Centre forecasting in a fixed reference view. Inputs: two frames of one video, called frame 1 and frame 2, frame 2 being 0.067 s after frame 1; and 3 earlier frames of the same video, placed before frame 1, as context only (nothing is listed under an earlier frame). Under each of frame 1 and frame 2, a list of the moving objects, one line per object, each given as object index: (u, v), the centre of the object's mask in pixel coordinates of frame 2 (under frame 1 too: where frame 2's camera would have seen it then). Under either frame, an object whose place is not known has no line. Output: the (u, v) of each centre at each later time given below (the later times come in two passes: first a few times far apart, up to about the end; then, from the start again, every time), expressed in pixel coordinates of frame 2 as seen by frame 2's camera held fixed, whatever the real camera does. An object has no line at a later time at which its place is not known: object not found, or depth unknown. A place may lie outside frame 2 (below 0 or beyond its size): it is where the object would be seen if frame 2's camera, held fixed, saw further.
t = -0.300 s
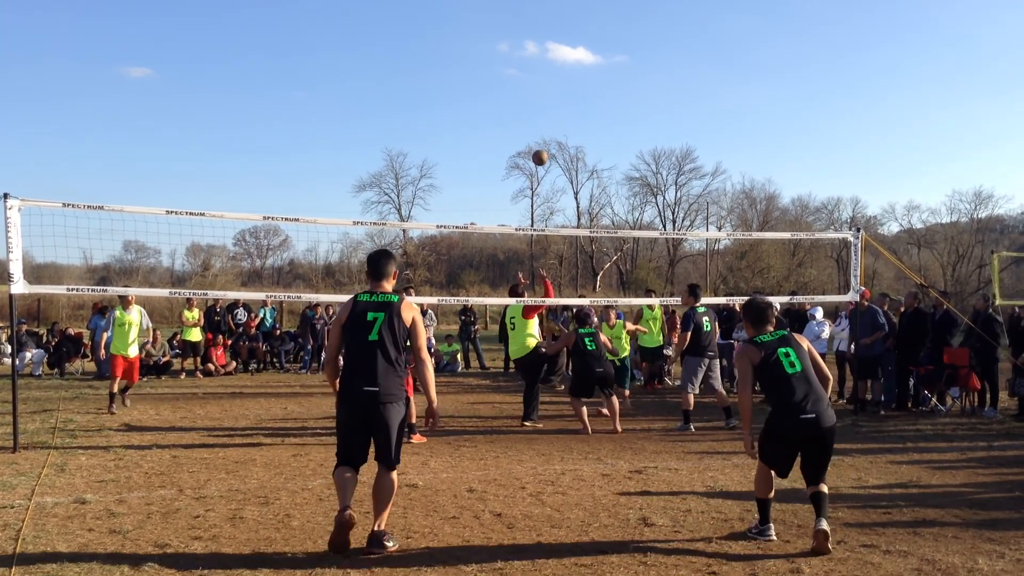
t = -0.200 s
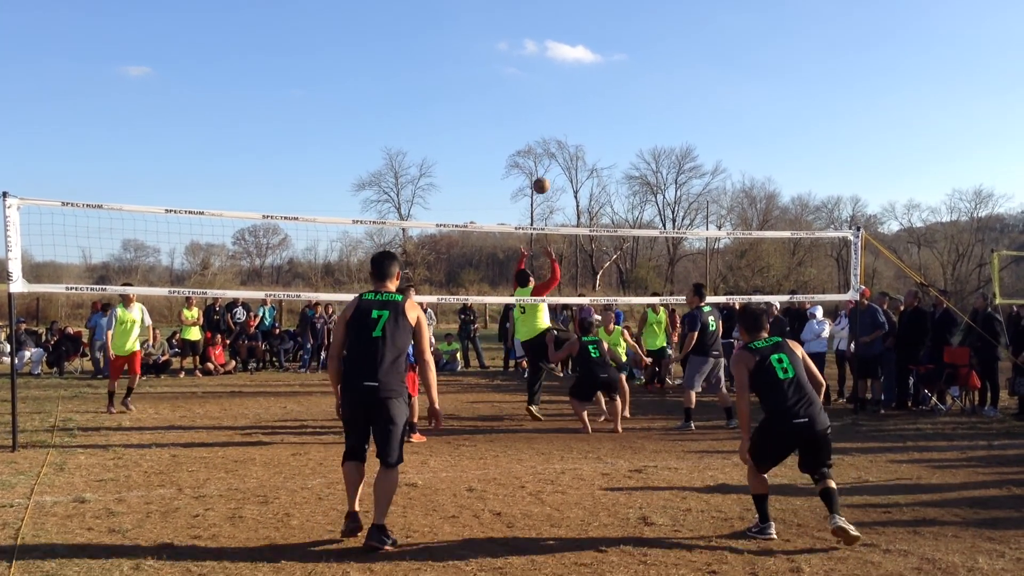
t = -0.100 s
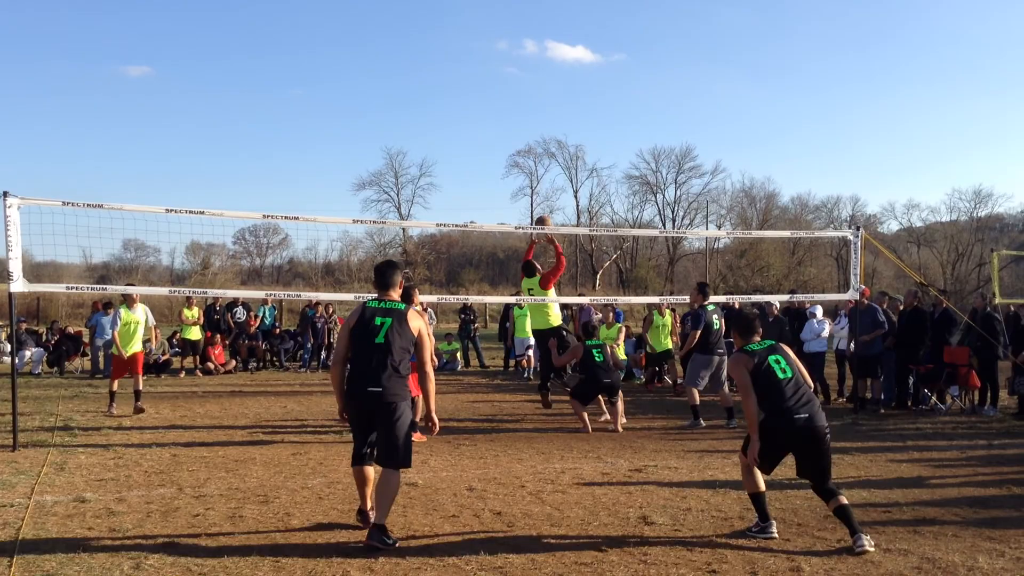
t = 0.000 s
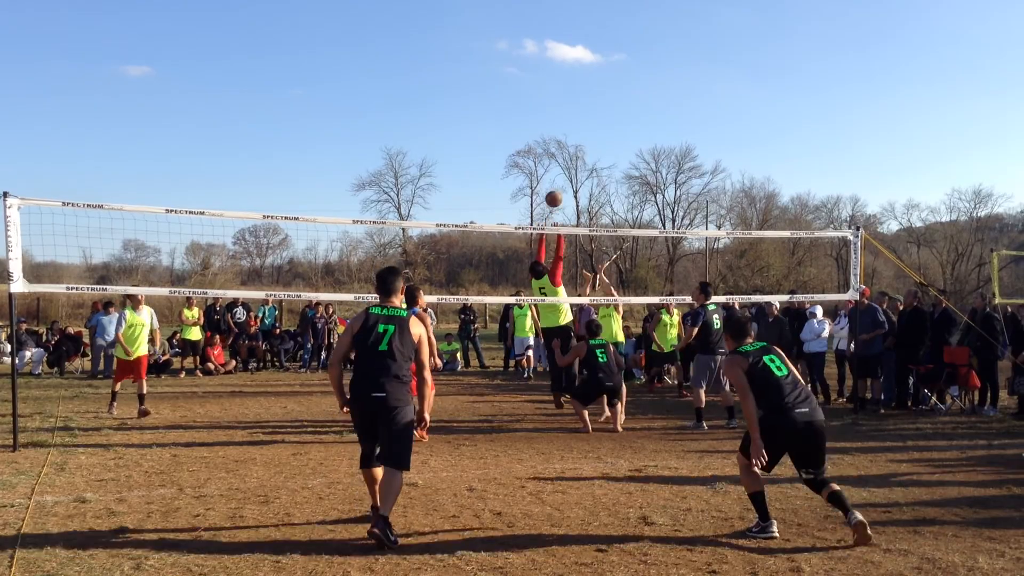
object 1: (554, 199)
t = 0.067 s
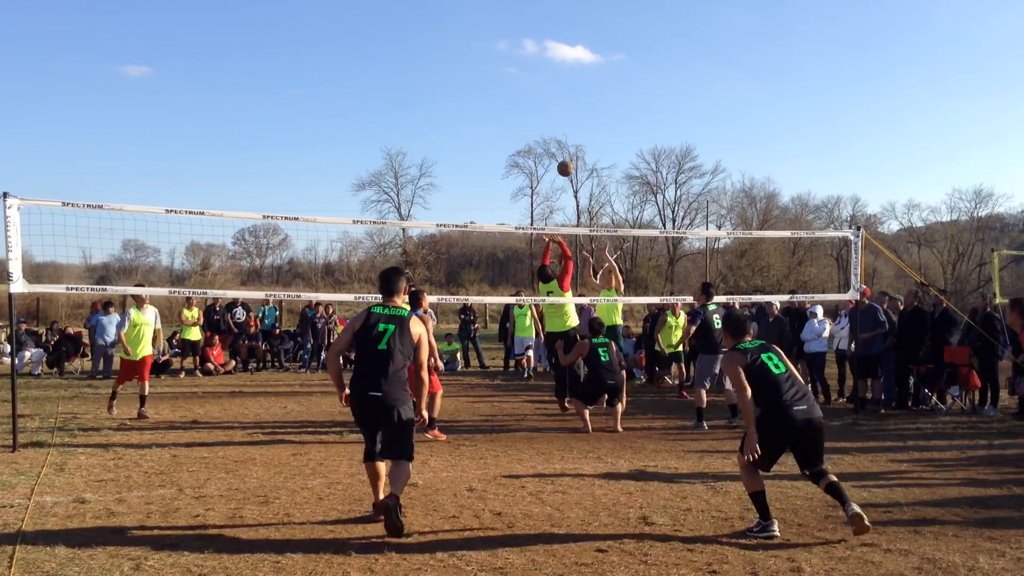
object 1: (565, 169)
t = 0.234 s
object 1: (593, 110)
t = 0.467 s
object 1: (629, 67)
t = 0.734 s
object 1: (668, 70)
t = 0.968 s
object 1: (700, 117)
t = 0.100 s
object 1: (571, 154)
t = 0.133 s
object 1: (576, 142)
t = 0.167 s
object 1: (582, 130)
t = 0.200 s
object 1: (587, 119)
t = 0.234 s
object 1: (593, 110)
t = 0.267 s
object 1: (598, 101)
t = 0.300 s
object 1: (604, 93)
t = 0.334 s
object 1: (609, 86)
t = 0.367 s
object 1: (614, 80)
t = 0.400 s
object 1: (619, 74)
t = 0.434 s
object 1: (624, 70)
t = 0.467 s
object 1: (629, 67)
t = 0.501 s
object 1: (634, 64)
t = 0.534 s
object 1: (639, 62)
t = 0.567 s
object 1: (644, 62)
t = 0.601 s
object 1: (649, 62)
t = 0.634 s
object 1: (654, 62)
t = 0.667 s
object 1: (658, 64)
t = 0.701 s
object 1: (663, 67)
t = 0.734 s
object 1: (668, 70)
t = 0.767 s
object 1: (673, 74)
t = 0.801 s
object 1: (677, 80)
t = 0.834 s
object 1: (682, 86)
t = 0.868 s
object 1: (687, 92)
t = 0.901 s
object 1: (691, 99)
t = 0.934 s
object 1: (695, 108)
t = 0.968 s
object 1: (700, 117)
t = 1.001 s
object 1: (705, 127)
